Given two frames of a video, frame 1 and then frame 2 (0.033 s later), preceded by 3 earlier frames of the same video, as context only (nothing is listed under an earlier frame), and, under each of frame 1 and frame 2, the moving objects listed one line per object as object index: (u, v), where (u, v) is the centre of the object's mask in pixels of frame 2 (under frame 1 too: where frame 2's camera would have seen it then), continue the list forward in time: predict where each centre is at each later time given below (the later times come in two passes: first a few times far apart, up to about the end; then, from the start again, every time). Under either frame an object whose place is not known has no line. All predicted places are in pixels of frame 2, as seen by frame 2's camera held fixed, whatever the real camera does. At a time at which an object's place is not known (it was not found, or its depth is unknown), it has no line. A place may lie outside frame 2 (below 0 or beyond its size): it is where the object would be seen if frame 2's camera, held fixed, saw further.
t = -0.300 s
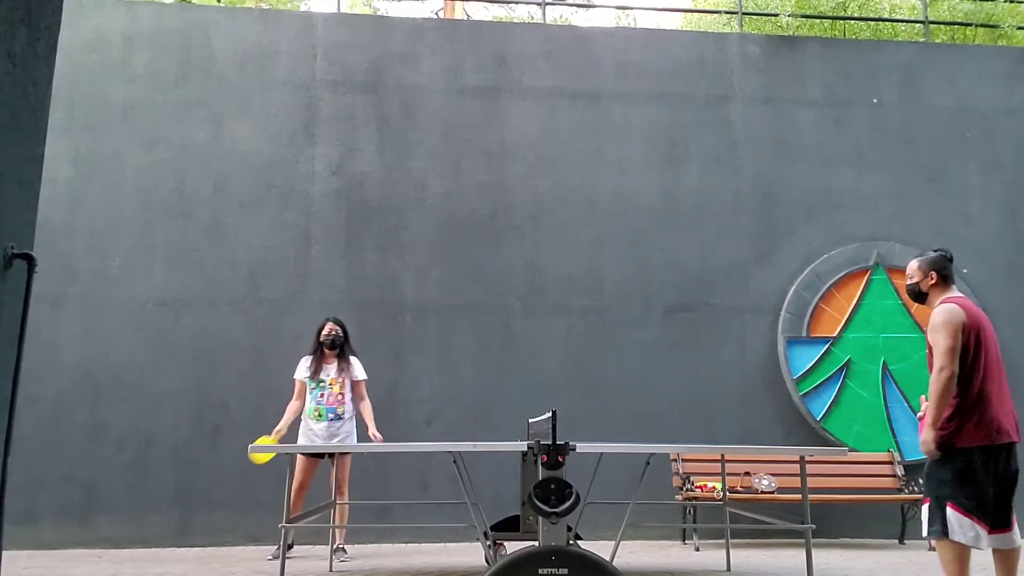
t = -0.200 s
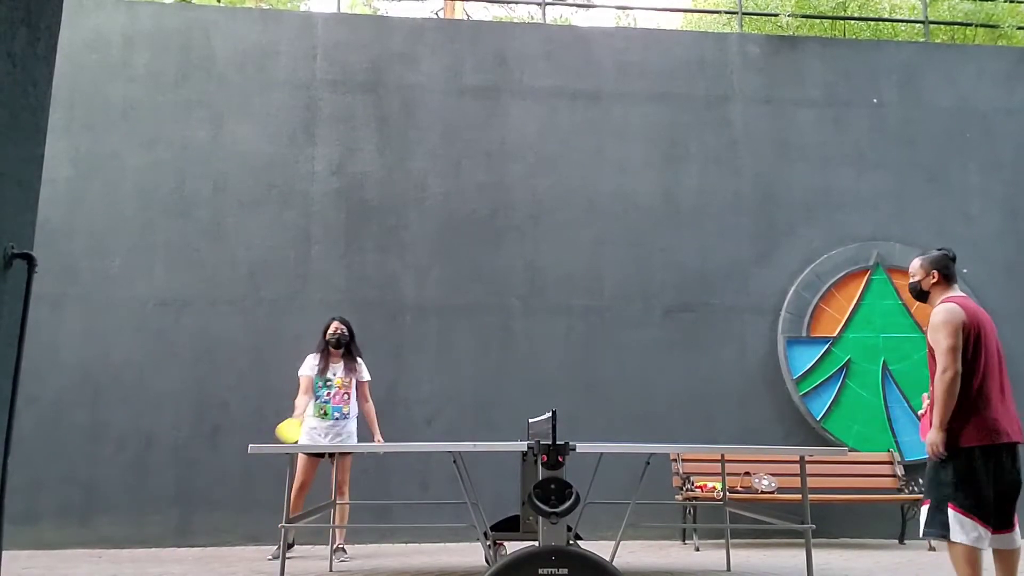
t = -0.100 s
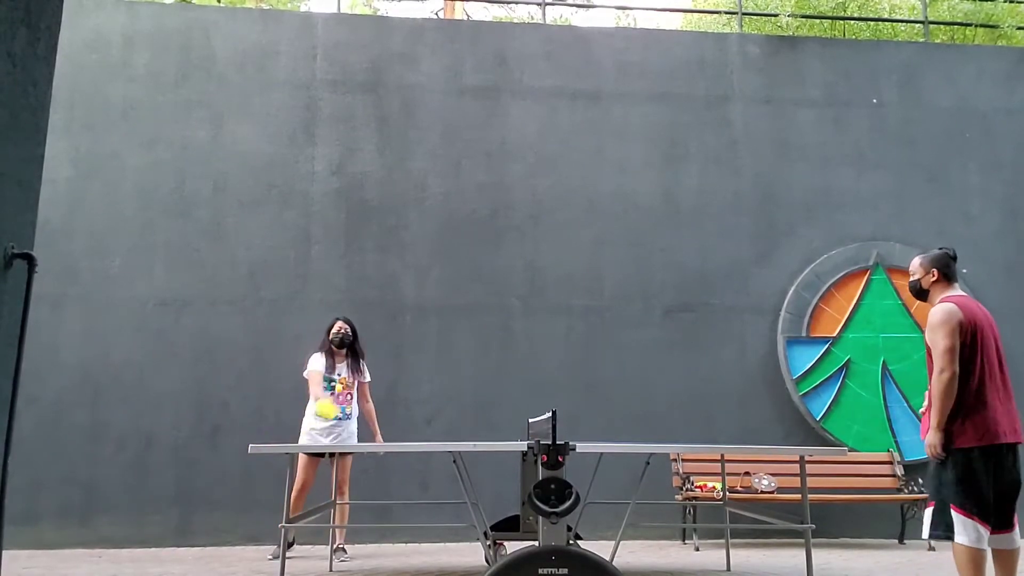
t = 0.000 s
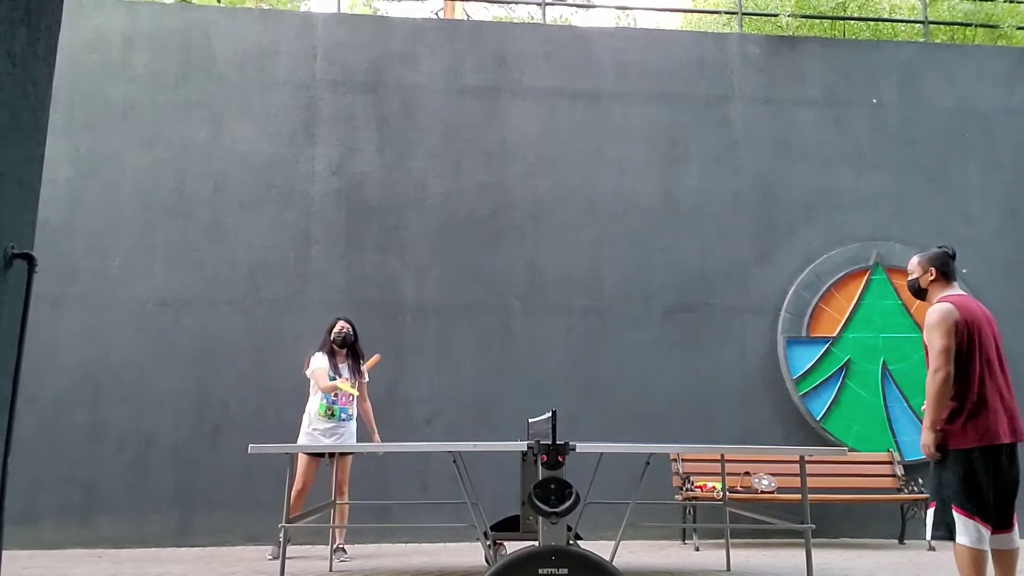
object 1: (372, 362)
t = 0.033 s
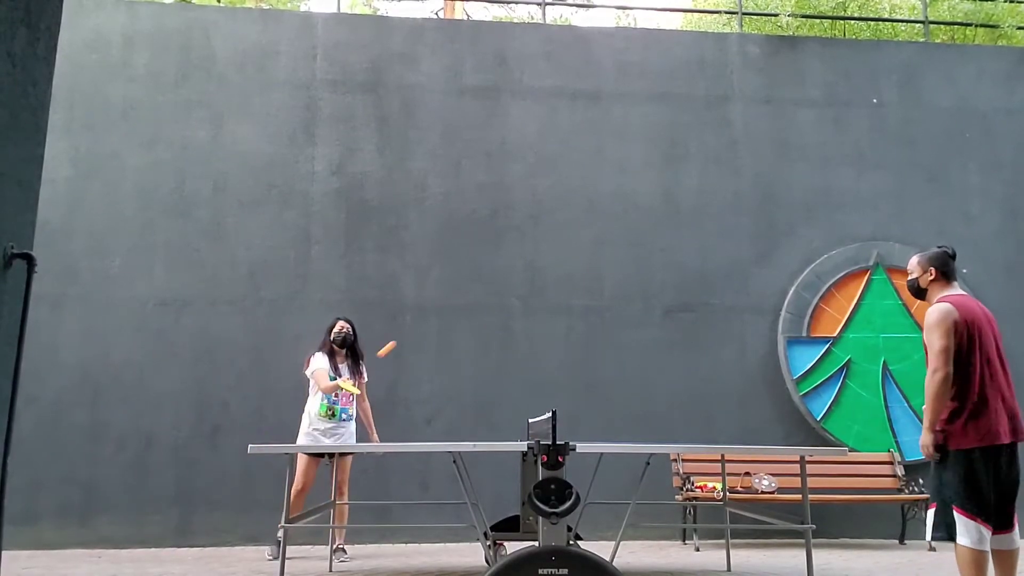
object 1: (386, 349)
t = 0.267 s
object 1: (494, 302)
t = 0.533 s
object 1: (616, 356)
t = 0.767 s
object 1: (708, 395)
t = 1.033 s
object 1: (780, 337)
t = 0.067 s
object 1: (402, 337)
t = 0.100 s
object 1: (417, 327)
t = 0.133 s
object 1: (434, 318)
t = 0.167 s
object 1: (448, 311)
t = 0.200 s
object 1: (464, 307)
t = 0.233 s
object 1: (479, 303)
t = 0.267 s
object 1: (494, 302)
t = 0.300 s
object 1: (509, 303)
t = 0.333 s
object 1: (524, 304)
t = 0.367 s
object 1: (539, 308)
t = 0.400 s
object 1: (555, 314)
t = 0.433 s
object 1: (570, 322)
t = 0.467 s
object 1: (585, 331)
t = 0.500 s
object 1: (600, 343)
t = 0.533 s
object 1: (616, 356)
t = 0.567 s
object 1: (632, 372)
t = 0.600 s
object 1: (647, 389)
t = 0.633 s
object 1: (663, 409)
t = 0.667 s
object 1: (679, 431)
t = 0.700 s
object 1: (691, 430)
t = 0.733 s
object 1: (700, 412)
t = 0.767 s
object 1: (708, 395)
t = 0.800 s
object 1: (717, 381)
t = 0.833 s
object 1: (726, 369)
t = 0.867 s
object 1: (735, 359)
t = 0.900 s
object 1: (743, 351)
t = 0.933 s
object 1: (752, 345)
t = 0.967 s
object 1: (761, 340)
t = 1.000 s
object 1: (770, 338)
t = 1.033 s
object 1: (780, 337)
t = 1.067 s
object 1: (789, 339)
